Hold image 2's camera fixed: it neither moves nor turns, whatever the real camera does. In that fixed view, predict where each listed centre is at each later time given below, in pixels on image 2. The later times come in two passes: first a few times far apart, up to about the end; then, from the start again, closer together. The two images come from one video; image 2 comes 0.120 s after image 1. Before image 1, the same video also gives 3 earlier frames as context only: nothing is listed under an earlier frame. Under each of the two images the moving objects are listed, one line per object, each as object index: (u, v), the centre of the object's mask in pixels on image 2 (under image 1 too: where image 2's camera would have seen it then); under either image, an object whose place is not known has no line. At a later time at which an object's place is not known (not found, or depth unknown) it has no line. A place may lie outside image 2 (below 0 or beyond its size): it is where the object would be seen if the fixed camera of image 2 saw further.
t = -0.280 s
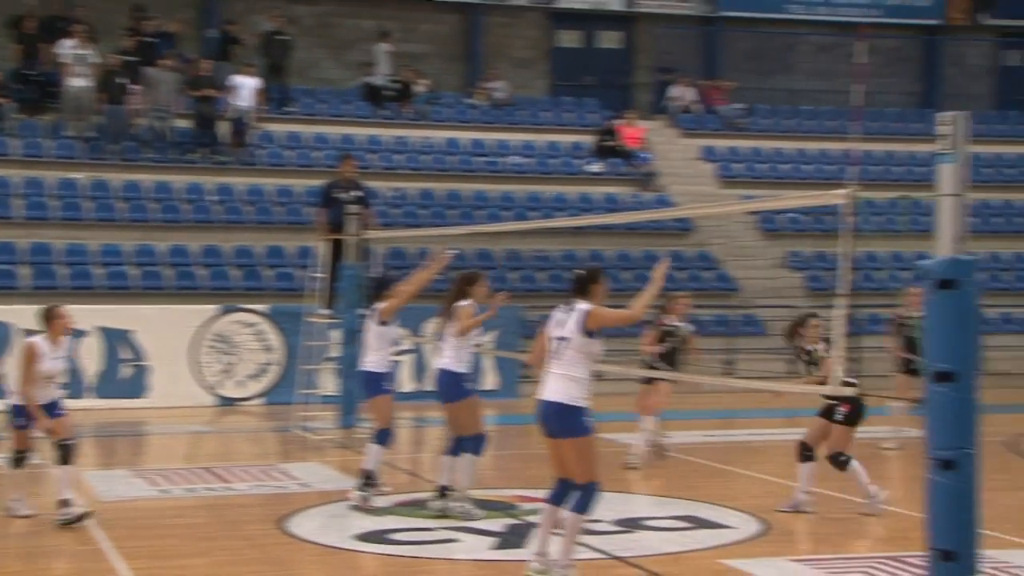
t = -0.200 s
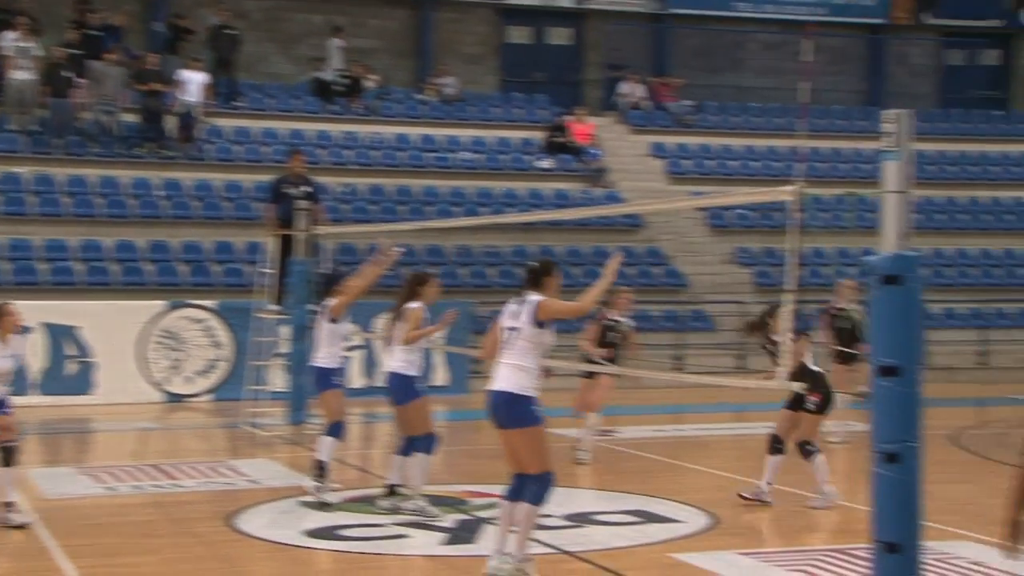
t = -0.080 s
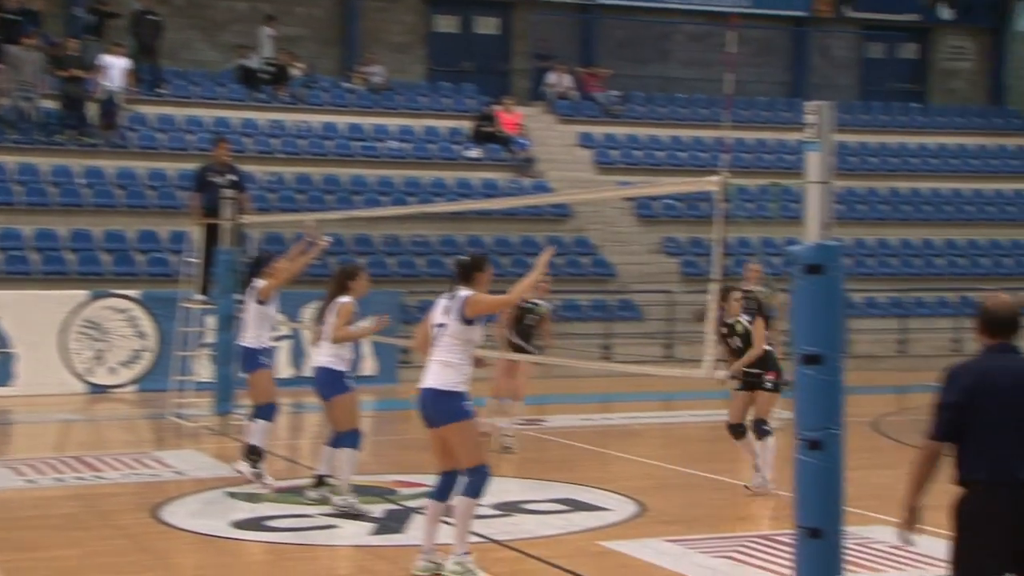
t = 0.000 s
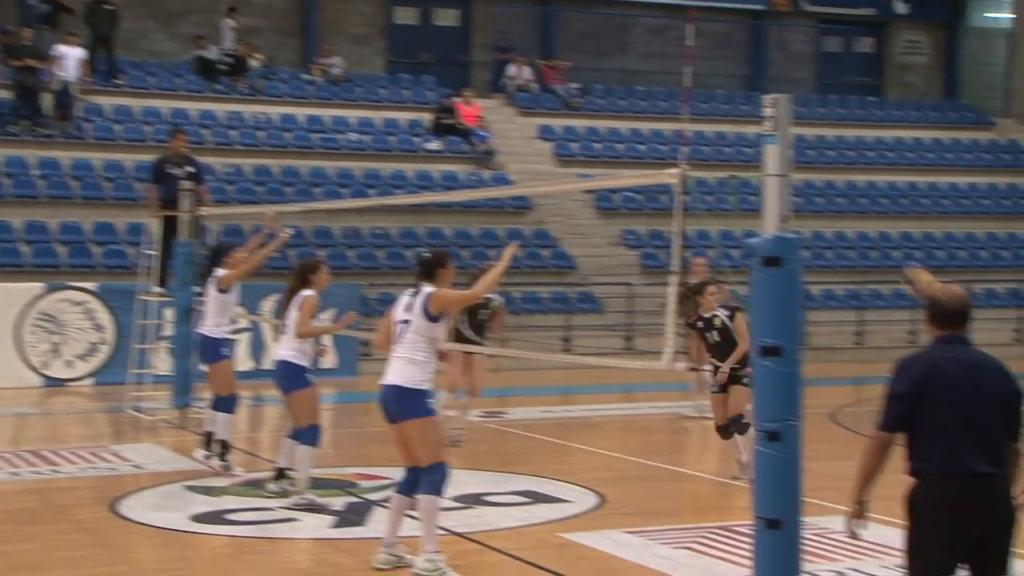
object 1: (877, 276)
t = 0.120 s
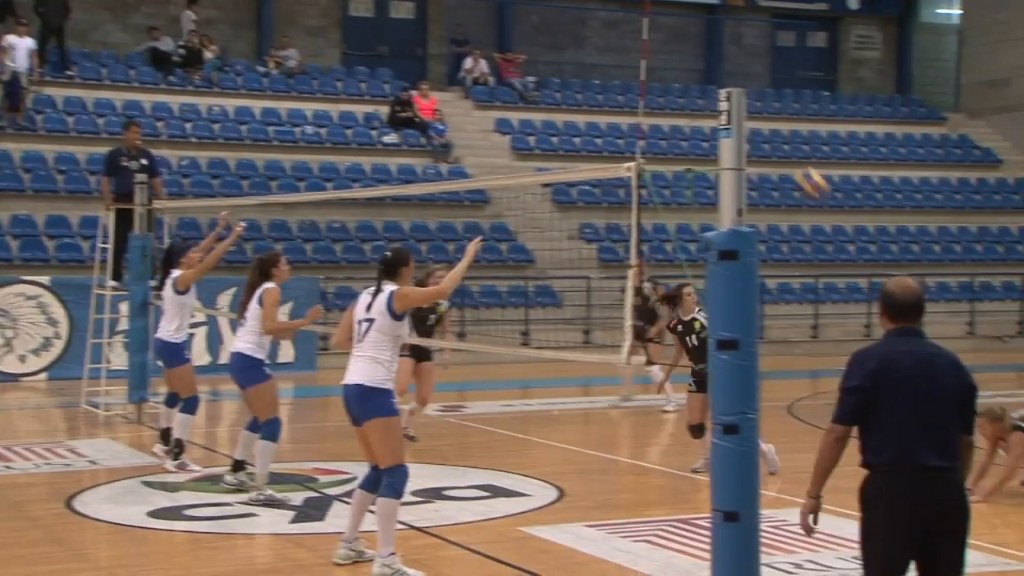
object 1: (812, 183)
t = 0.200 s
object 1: (772, 136)
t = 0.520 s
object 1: (629, 22)
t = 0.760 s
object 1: (531, 15)
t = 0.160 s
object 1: (792, 157)
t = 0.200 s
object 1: (772, 136)
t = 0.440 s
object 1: (659, 36)
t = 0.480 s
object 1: (644, 28)
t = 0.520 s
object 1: (629, 22)
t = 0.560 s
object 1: (610, 15)
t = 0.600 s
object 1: (592, 10)
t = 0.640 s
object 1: (576, 10)
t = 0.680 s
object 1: (561, 10)
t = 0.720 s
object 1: (544, 12)
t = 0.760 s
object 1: (531, 15)
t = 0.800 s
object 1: (516, 22)
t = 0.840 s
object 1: (501, 30)
